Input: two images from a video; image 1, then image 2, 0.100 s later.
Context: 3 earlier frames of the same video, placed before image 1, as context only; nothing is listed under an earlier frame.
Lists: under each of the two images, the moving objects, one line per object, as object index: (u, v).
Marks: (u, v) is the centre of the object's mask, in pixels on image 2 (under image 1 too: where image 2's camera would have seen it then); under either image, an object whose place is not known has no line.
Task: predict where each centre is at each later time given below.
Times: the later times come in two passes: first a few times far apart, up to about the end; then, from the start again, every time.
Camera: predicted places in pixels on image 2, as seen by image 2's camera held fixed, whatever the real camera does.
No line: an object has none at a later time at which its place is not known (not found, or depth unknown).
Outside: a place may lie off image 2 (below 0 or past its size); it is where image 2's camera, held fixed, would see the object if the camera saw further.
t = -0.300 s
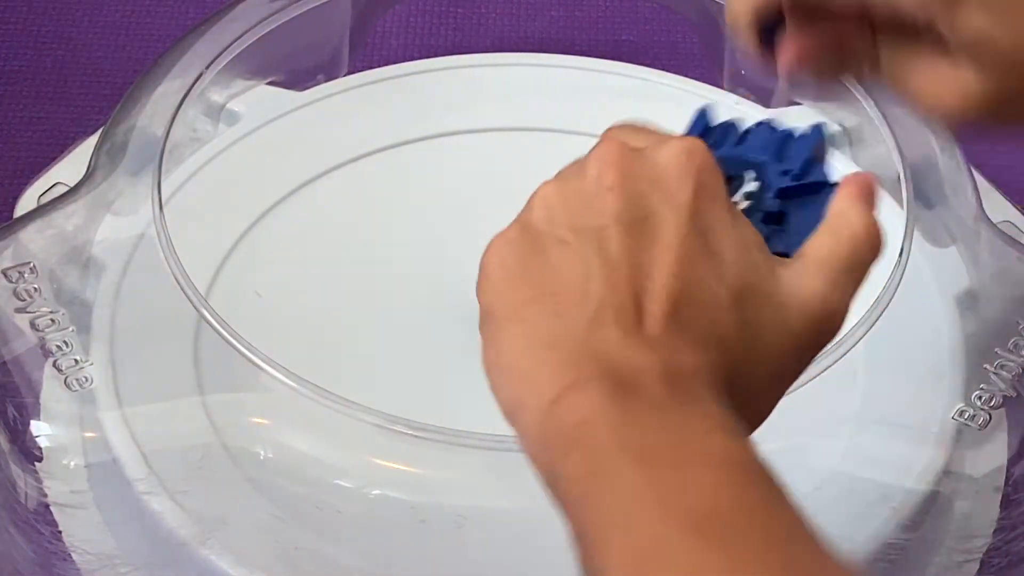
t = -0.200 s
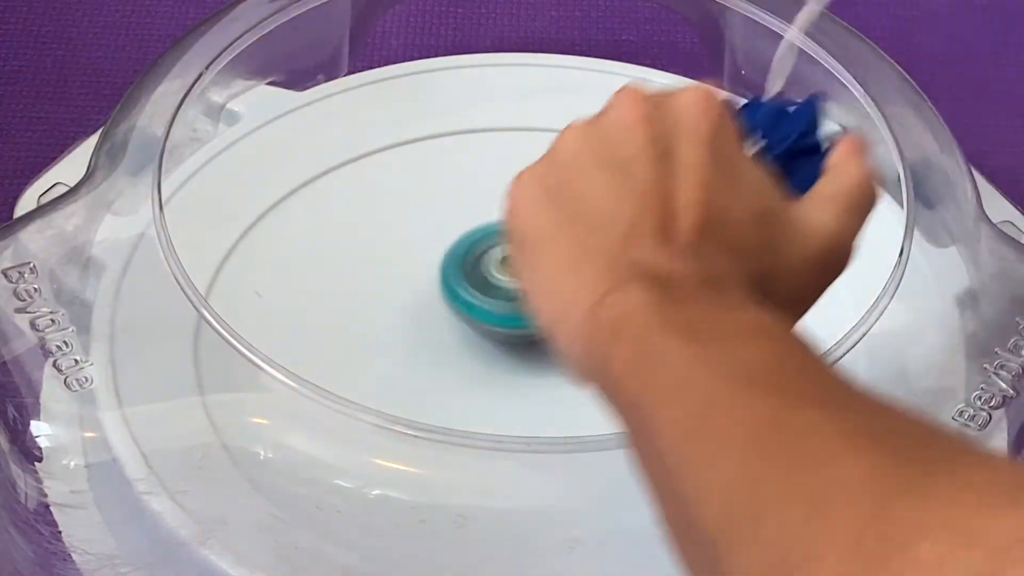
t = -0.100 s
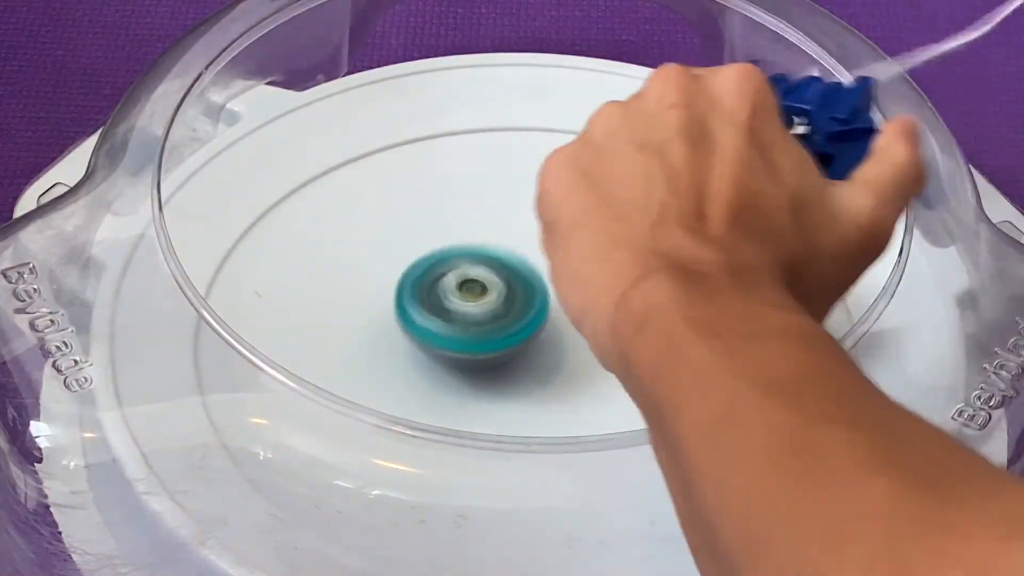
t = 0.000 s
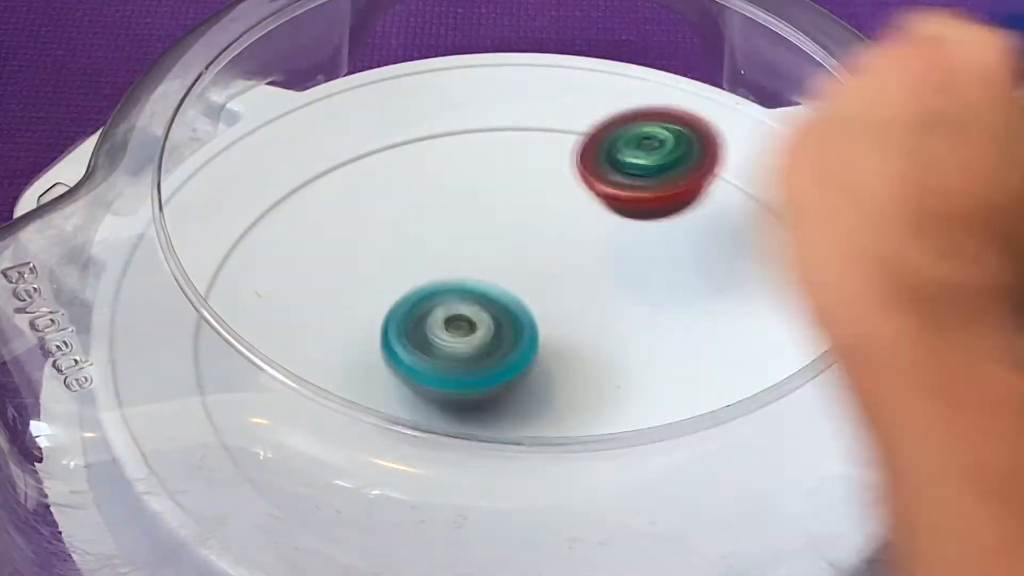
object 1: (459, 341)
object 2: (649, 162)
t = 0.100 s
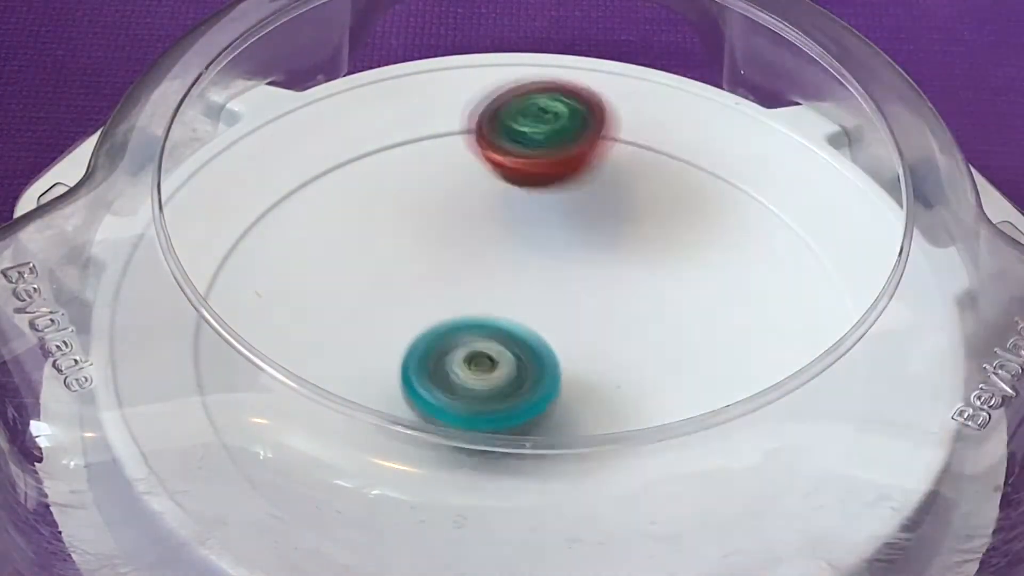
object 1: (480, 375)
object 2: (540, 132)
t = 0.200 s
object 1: (523, 389)
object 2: (406, 156)
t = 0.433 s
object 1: (603, 334)
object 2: (235, 313)
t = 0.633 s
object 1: (556, 277)
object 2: (439, 517)
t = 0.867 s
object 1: (432, 319)
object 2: (805, 363)
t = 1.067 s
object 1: (445, 382)
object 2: (594, 152)
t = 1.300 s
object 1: (598, 374)
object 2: (236, 229)
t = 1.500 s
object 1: (615, 290)
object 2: (349, 489)
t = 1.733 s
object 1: (461, 264)
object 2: (778, 421)
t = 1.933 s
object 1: (418, 349)
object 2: (721, 166)
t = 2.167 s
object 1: (585, 390)
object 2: (334, 132)
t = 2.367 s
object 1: (650, 310)
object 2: (214, 360)
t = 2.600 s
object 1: (527, 265)
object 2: (637, 519)
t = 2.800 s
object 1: (430, 320)
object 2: (819, 213)
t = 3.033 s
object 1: (499, 389)
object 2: (288, 162)
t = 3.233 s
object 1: (582, 362)
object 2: (242, 413)
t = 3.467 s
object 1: (556, 280)
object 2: (624, 473)
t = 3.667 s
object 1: (443, 312)
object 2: (756, 272)
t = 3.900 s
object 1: (464, 382)
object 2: (539, 91)
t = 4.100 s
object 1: (583, 377)
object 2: (299, 172)
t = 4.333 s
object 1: (572, 286)
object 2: (361, 421)
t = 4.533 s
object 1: (429, 288)
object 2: (668, 458)
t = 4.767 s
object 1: (416, 371)
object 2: (822, 255)
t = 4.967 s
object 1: (574, 398)
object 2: (635, 138)
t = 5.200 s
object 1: (628, 285)
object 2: (358, 237)
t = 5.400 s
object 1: (472, 227)
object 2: (349, 427)
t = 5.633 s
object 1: (379, 319)
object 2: (648, 505)
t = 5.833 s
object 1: (505, 398)
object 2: (786, 354)
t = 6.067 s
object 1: (653, 316)
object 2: (596, 202)
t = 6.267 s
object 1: (542, 219)
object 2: (348, 211)
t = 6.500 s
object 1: (380, 300)
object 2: (257, 381)
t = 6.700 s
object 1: (504, 389)
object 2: (479, 503)
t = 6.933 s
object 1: (658, 312)
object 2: (734, 403)
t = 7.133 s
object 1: (554, 228)
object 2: (728, 256)
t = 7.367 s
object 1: (415, 314)
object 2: (499, 209)
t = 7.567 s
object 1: (528, 397)
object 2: (358, 318)
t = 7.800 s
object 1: (654, 334)
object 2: (468, 469)
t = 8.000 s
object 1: (573, 283)
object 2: (680, 437)
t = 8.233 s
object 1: (523, 329)
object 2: (663, 264)
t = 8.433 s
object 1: (503, 359)
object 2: (470, 203)
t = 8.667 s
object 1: (508, 329)
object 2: (302, 294)
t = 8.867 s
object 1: (561, 324)
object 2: (399, 426)
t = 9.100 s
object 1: (593, 287)
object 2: (600, 507)
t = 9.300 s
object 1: (576, 267)
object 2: (742, 467)
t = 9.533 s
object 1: (490, 317)
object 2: (667, 331)
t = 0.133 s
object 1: (493, 383)
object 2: (496, 121)
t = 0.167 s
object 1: (508, 387)
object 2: (450, 132)
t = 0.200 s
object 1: (523, 389)
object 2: (406, 156)
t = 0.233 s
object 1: (539, 390)
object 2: (371, 151)
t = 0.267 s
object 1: (556, 388)
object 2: (335, 165)
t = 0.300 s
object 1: (572, 384)
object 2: (300, 200)
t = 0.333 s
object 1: (585, 377)
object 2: (277, 216)
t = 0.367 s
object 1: (596, 367)
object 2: (255, 249)
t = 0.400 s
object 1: (602, 350)
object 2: (251, 275)
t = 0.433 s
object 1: (603, 334)
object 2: (235, 313)
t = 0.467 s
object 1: (601, 317)
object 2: (229, 352)
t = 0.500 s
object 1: (597, 305)
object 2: (237, 394)
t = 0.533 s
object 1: (590, 293)
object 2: (258, 434)
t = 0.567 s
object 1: (581, 285)
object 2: (310, 467)
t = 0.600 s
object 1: (569, 278)
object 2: (369, 499)
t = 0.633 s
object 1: (556, 277)
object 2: (439, 517)
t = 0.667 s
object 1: (543, 277)
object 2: (513, 524)
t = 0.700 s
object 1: (526, 281)
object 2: (592, 523)
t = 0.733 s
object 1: (509, 284)
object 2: (660, 512)
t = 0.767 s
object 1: (488, 290)
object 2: (720, 489)
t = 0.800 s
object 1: (468, 297)
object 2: (770, 458)
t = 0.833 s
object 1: (448, 307)
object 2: (796, 413)
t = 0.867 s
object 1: (432, 319)
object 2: (805, 363)
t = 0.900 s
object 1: (420, 334)
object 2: (791, 313)
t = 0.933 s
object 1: (414, 350)
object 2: (779, 275)
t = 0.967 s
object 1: (413, 360)
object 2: (744, 235)
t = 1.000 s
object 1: (418, 367)
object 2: (702, 202)
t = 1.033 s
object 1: (429, 375)
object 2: (651, 174)
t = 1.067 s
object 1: (445, 382)
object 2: (594, 152)
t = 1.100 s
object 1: (463, 387)
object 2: (534, 135)
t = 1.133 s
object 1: (484, 391)
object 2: (470, 127)
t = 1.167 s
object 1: (508, 392)
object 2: (410, 125)
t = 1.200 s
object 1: (531, 392)
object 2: (349, 130)
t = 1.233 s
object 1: (553, 389)
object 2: (299, 147)
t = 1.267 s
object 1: (577, 383)
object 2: (264, 187)
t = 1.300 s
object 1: (598, 374)
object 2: (236, 229)
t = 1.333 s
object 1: (615, 363)
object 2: (211, 273)
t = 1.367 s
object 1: (628, 347)
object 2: (210, 325)
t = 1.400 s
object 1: (633, 332)
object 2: (219, 373)
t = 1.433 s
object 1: (632, 317)
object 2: (251, 420)
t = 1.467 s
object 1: (626, 302)
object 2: (294, 458)
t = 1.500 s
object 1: (615, 290)
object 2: (349, 489)
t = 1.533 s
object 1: (600, 277)
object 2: (409, 511)
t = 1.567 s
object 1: (582, 268)
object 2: (480, 520)
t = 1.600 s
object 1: (560, 261)
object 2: (554, 520)
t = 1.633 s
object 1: (537, 256)
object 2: (624, 513)
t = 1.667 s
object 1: (512, 256)
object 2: (691, 492)
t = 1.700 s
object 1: (486, 259)
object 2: (743, 467)
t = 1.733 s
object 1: (461, 264)
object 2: (778, 421)
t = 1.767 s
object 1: (443, 271)
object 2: (795, 372)
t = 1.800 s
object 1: (427, 283)
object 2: (803, 328)
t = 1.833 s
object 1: (417, 297)
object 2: (801, 283)
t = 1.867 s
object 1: (411, 313)
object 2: (785, 240)
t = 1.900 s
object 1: (411, 330)
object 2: (756, 199)
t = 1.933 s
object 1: (418, 349)
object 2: (721, 166)
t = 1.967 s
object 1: (432, 363)
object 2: (676, 135)
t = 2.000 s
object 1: (453, 376)
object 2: (628, 111)
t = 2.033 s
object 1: (477, 385)
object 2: (575, 93)
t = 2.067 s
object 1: (504, 391)
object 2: (512, 92)
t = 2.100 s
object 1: (532, 394)
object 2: (450, 95)
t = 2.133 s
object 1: (558, 393)
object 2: (389, 110)
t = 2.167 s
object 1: (585, 390)
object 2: (334, 132)
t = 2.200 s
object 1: (608, 383)
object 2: (288, 159)
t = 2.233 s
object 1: (629, 373)
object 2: (250, 192)
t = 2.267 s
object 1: (644, 360)
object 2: (231, 230)
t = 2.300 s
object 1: (651, 343)
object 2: (212, 271)
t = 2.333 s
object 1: (653, 326)
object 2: (202, 315)
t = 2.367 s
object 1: (650, 310)
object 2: (214, 360)
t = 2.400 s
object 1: (643, 296)
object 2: (230, 408)
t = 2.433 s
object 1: (634, 285)
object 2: (276, 445)
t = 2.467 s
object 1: (619, 276)
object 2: (329, 477)
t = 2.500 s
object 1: (602, 269)
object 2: (392, 505)
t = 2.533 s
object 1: (580, 266)
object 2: (471, 521)
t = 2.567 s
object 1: (554, 263)
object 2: (551, 526)
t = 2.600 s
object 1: (527, 265)
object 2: (637, 519)
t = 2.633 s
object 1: (504, 269)
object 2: (720, 499)
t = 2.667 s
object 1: (483, 276)
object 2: (788, 461)
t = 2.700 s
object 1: (465, 283)
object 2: (848, 412)
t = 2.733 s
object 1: (450, 293)
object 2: (863, 341)
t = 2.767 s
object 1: (438, 305)
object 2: (850, 273)
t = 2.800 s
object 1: (430, 320)
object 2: (819, 213)
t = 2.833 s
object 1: (428, 336)
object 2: (763, 161)
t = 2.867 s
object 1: (431, 353)
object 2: (688, 121)
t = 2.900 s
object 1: (440, 364)
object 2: (598, 96)
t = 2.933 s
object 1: (453, 375)
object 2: (507, 90)
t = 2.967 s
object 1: (468, 382)
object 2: (419, 103)
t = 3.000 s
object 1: (483, 387)
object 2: (345, 129)
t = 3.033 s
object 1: (499, 389)
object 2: (288, 162)
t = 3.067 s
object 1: (514, 390)
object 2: (245, 203)
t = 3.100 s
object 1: (532, 388)
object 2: (229, 244)
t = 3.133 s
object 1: (546, 385)
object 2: (210, 289)
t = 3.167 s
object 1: (560, 378)
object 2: (210, 331)
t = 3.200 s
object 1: (572, 372)
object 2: (223, 371)
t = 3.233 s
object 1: (582, 362)
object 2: (242, 413)
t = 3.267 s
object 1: (590, 348)
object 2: (283, 442)
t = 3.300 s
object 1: (595, 334)
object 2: (334, 465)
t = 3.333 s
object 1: (596, 319)
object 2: (389, 486)
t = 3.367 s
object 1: (593, 306)
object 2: (449, 497)
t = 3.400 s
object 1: (585, 295)
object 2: (511, 501)
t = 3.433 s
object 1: (572, 286)
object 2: (570, 497)
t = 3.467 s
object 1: (556, 280)
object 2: (624, 473)
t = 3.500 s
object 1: (537, 277)
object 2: (667, 446)
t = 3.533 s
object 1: (516, 277)
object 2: (704, 414)
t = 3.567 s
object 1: (495, 281)
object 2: (730, 378)
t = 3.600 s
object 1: (475, 288)
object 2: (744, 340)
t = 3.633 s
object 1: (457, 299)
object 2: (759, 310)
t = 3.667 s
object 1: (443, 312)
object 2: (756, 272)
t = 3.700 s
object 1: (433, 326)
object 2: (745, 236)
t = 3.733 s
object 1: (427, 341)
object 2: (726, 202)
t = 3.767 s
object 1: (426, 355)
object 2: (699, 170)
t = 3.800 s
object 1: (431, 364)
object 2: (665, 142)
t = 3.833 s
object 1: (438, 372)
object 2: (627, 119)
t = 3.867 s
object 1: (449, 377)
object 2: (584, 102)
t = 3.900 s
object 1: (464, 382)
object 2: (539, 91)
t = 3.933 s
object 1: (482, 385)
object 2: (492, 94)
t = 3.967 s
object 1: (501, 387)
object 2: (446, 99)
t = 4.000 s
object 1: (521, 387)
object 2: (402, 108)
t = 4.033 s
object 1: (542, 385)
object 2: (362, 124)
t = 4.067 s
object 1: (564, 382)
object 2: (327, 145)
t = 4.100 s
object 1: (583, 377)
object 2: (299, 172)
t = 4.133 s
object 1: (598, 368)
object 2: (279, 204)
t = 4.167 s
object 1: (609, 354)
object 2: (267, 241)
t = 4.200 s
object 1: (613, 339)
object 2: (267, 277)
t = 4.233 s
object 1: (610, 323)
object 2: (283, 309)
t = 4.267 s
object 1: (602, 309)
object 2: (296, 348)
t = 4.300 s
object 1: (589, 297)
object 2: (324, 384)
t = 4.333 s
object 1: (572, 286)
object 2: (361, 421)
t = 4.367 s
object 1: (551, 278)
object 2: (404, 442)
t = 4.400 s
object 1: (527, 273)
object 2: (455, 461)
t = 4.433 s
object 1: (502, 271)
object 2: (507, 473)
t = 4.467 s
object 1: (476, 273)
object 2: (562, 477)
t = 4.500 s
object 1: (451, 279)
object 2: (617, 472)
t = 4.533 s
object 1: (429, 288)
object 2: (668, 458)
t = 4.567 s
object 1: (411, 299)
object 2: (716, 440)
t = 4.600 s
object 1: (398, 309)
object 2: (756, 415)
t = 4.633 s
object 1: (389, 323)
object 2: (781, 381)
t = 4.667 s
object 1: (387, 337)
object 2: (807, 352)
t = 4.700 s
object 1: (391, 351)
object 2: (820, 319)
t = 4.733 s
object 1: (401, 363)
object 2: (819, 283)
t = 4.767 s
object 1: (416, 371)
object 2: (822, 255)
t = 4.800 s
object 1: (435, 381)
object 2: (807, 223)
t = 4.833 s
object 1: (459, 390)
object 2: (784, 197)
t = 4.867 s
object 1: (485, 396)
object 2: (753, 174)
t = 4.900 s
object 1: (514, 399)
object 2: (718, 157)
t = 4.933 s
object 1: (544, 399)
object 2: (678, 145)
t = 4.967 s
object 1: (574, 398)
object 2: (635, 138)
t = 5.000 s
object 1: (600, 390)
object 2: (589, 138)
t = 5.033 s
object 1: (622, 380)
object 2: (542, 143)
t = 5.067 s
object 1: (637, 367)
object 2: (497, 153)
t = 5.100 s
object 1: (646, 348)
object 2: (455, 168)
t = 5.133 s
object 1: (646, 327)
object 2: (417, 187)
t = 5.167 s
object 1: (640, 305)
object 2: (384, 210)
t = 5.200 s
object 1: (628, 285)
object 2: (358, 237)
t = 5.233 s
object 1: (610, 267)
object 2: (337, 266)
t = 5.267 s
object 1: (587, 251)
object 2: (324, 297)
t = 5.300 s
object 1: (560, 240)
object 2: (321, 327)
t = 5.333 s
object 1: (531, 232)
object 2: (322, 361)
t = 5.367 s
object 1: (500, 228)
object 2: (332, 394)
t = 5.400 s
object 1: (472, 227)
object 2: (349, 427)
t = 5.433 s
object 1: (447, 231)
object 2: (371, 467)
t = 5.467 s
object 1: (426, 238)
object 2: (409, 484)
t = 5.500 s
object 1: (408, 246)
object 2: (452, 498)
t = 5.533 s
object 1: (394, 263)
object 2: (499, 509)
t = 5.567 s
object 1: (385, 280)
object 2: (548, 513)
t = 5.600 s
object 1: (380, 299)
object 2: (600, 513)
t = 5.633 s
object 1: (379, 319)
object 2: (648, 505)
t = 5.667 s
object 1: (384, 344)
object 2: (691, 493)
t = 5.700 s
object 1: (397, 361)
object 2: (729, 477)
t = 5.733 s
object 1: (417, 375)
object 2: (761, 457)
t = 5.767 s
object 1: (443, 386)
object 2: (779, 423)
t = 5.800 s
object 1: (471, 395)
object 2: (790, 393)
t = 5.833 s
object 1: (505, 398)
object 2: (786, 354)
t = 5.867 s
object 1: (537, 399)
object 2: (775, 321)
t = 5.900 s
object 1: (569, 396)
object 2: (765, 299)
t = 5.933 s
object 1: (597, 388)
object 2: (742, 272)
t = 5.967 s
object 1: (622, 377)
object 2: (712, 250)
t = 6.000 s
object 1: (640, 361)
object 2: (678, 230)
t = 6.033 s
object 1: (650, 339)
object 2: (638, 213)
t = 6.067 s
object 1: (653, 316)
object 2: (596, 202)
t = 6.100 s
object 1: (648, 293)
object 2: (553, 194)
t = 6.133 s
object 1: (637, 274)
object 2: (510, 189)
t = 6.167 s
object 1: (620, 255)
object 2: (467, 188)
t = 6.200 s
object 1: (597, 238)
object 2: (424, 191)
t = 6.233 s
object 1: (571, 227)
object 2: (385, 199)
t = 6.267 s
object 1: (542, 219)
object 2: (348, 211)
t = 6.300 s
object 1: (510, 217)
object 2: (316, 226)
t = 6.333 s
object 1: (479, 218)
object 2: (286, 245)
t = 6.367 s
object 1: (449, 226)
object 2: (263, 270)
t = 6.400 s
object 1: (422, 239)
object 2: (260, 290)
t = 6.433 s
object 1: (401, 256)
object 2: (245, 320)
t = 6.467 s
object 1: (387, 276)
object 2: (243, 356)
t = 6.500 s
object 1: (380, 300)
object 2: (257, 381)
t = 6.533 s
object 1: (383, 321)
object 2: (278, 414)
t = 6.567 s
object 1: (394, 342)
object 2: (306, 448)
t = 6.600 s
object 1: (414, 361)
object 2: (346, 466)
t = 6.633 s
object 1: (437, 374)
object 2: (391, 482)
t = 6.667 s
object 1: (469, 384)
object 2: (435, 495)
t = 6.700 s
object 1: (504, 389)
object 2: (479, 503)
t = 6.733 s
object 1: (538, 388)
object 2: (528, 506)
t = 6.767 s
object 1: (570, 385)
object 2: (575, 505)
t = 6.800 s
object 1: (598, 377)
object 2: (623, 497)
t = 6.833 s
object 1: (623, 364)
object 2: (663, 483)
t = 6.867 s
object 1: (641, 349)
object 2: (692, 456)
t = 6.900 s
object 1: (654, 332)
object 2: (716, 431)
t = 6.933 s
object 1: (658, 312)
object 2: (734, 403)
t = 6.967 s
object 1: (657, 292)
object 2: (744, 375)
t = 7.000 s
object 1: (650, 274)
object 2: (747, 345)
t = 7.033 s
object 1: (637, 259)
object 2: (755, 323)
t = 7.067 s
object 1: (614, 246)
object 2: (752, 300)
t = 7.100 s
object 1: (586, 235)
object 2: (743, 278)
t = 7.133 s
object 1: (554, 228)
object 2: (728, 256)
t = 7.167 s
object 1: (523, 228)
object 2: (705, 239)
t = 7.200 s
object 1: (493, 231)
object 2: (678, 223)
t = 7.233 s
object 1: (467, 241)
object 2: (645, 211)
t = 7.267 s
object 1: (445, 255)
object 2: (609, 204)
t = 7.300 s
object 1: (429, 273)
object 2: (573, 201)
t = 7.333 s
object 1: (418, 292)
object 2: (536, 203)
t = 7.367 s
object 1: (415, 314)
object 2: (499, 209)
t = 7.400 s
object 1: (418, 336)
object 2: (467, 219)
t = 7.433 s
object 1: (429, 358)
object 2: (436, 233)
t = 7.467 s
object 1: (447, 374)
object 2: (408, 250)
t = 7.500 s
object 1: (471, 385)
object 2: (387, 271)
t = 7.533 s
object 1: (497, 392)
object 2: (369, 294)
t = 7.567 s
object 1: (528, 397)
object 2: (358, 318)
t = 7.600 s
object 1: (557, 398)
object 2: (356, 341)
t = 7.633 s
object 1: (587, 396)
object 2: (363, 358)
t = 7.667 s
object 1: (612, 391)
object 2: (369, 386)
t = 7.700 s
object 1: (634, 380)
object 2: (384, 415)
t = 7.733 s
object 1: (648, 368)
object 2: (406, 436)
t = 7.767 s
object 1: (656, 353)
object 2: (435, 452)
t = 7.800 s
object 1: (654, 334)
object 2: (468, 469)
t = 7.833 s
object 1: (645, 317)
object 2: (506, 475)
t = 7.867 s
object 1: (631, 303)
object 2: (546, 491)
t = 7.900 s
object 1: (616, 294)
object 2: (588, 490)
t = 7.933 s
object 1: (601, 287)
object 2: (624, 469)
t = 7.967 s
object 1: (586, 283)
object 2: (653, 453)
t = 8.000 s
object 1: (573, 283)
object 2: (680, 437)
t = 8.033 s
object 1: (560, 284)
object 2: (695, 406)
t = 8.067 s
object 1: (550, 289)
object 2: (701, 372)
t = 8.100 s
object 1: (541, 295)
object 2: (711, 355)
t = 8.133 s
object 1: (535, 303)
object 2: (710, 334)
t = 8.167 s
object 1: (530, 311)
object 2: (701, 307)
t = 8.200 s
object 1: (526, 320)
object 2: (684, 285)
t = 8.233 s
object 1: (523, 329)
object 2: (663, 264)
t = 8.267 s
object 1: (519, 336)
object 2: (636, 246)
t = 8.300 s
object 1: (516, 344)
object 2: (606, 231)
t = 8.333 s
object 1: (513, 350)
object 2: (573, 219)
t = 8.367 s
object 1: (510, 355)
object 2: (539, 210)
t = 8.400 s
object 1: (507, 358)
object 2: (505, 204)
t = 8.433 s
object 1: (503, 359)
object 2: (470, 203)
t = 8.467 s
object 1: (501, 359)
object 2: (437, 205)
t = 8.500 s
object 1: (498, 356)
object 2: (404, 211)
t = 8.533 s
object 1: (497, 352)
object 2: (375, 222)
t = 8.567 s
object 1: (497, 347)
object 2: (348, 235)
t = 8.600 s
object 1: (499, 341)
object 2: (326, 252)
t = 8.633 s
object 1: (503, 335)
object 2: (311, 272)
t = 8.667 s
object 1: (508, 329)
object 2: (302, 294)
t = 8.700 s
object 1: (516, 325)
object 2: (304, 316)
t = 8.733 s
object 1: (525, 320)
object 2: (314, 334)
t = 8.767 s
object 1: (534, 318)
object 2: (318, 367)
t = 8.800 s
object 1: (544, 318)
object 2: (339, 388)
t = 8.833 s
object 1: (554, 320)
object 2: (368, 410)
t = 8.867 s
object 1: (561, 324)
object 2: (399, 426)
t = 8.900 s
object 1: (568, 330)
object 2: (436, 437)
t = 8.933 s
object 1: (570, 337)
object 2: (473, 444)
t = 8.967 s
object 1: (571, 340)
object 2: (512, 445)
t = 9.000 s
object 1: (568, 339)
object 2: (548, 447)
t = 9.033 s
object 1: (577, 324)
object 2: (566, 476)
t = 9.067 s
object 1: (586, 305)
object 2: (581, 497)
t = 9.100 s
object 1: (593, 287)
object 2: (600, 507)
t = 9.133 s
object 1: (596, 274)
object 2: (622, 508)
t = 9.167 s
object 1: (596, 265)
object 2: (644, 505)
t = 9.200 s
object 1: (595, 260)
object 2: (670, 499)
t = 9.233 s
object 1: (592, 259)
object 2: (694, 491)
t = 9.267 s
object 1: (585, 262)
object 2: (720, 480)
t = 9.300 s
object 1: (576, 267)
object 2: (742, 467)
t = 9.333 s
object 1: (565, 275)
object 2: (757, 455)
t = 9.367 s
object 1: (554, 284)
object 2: (757, 427)
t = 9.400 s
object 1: (539, 293)
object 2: (749, 400)
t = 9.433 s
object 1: (526, 300)
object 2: (728, 367)
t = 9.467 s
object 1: (513, 307)
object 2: (718, 357)
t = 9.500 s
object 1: (502, 312)
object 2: (694, 346)
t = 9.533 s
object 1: (490, 317)
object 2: (667, 331)
